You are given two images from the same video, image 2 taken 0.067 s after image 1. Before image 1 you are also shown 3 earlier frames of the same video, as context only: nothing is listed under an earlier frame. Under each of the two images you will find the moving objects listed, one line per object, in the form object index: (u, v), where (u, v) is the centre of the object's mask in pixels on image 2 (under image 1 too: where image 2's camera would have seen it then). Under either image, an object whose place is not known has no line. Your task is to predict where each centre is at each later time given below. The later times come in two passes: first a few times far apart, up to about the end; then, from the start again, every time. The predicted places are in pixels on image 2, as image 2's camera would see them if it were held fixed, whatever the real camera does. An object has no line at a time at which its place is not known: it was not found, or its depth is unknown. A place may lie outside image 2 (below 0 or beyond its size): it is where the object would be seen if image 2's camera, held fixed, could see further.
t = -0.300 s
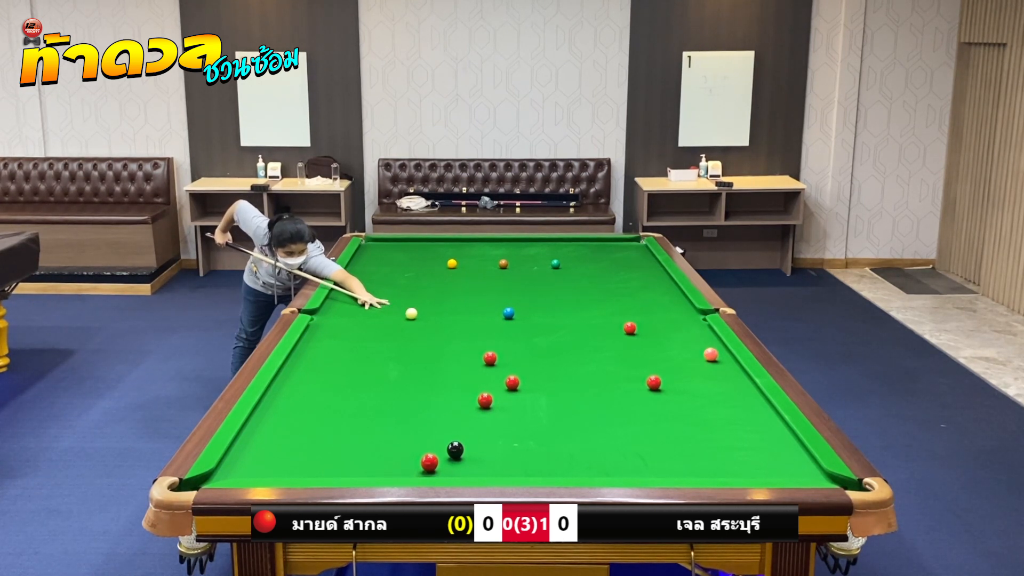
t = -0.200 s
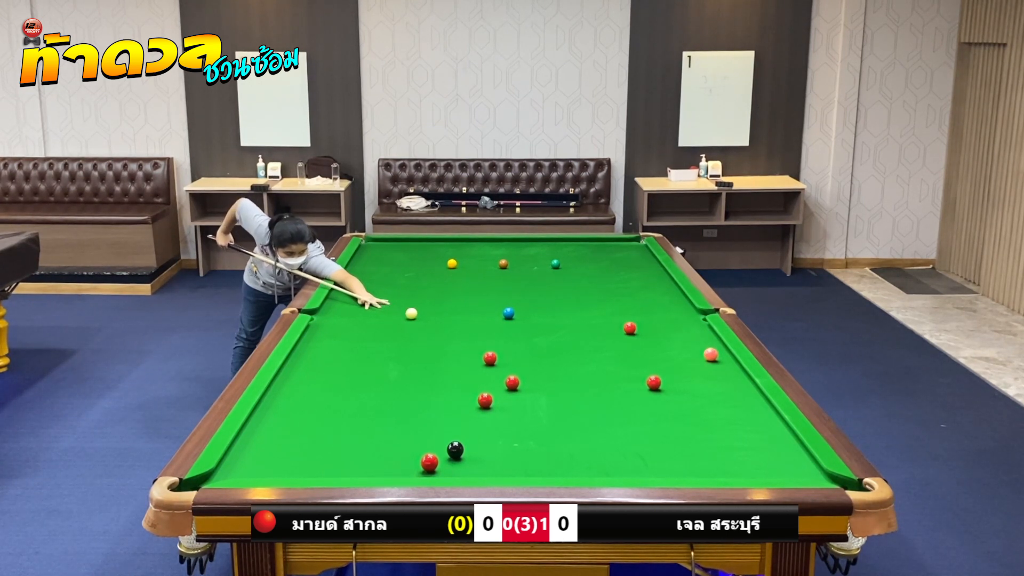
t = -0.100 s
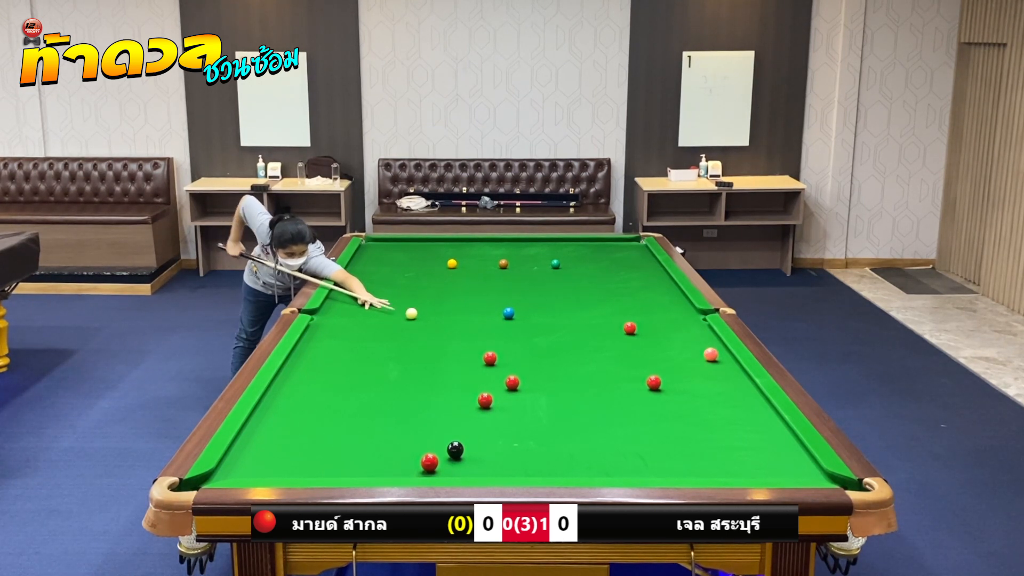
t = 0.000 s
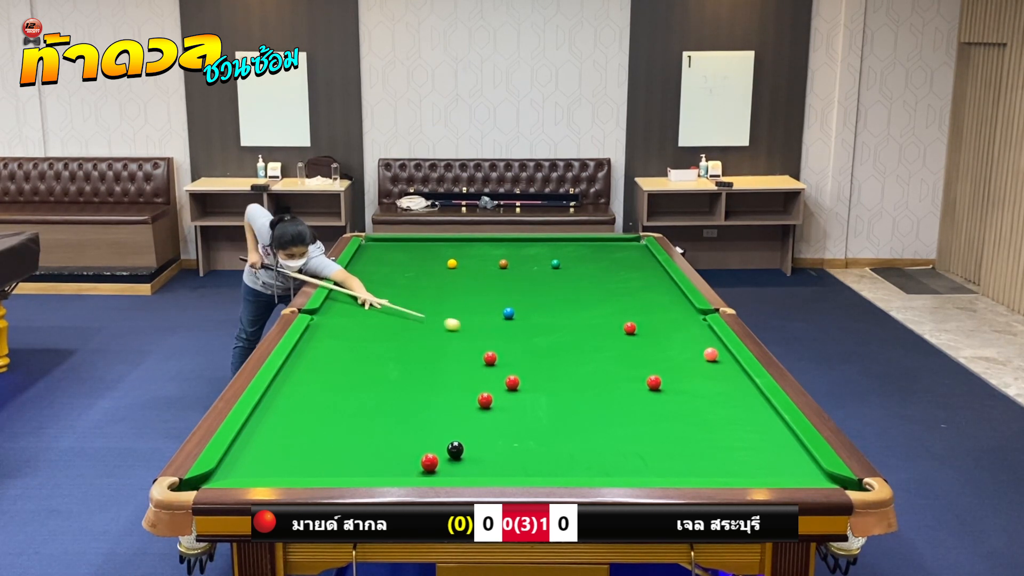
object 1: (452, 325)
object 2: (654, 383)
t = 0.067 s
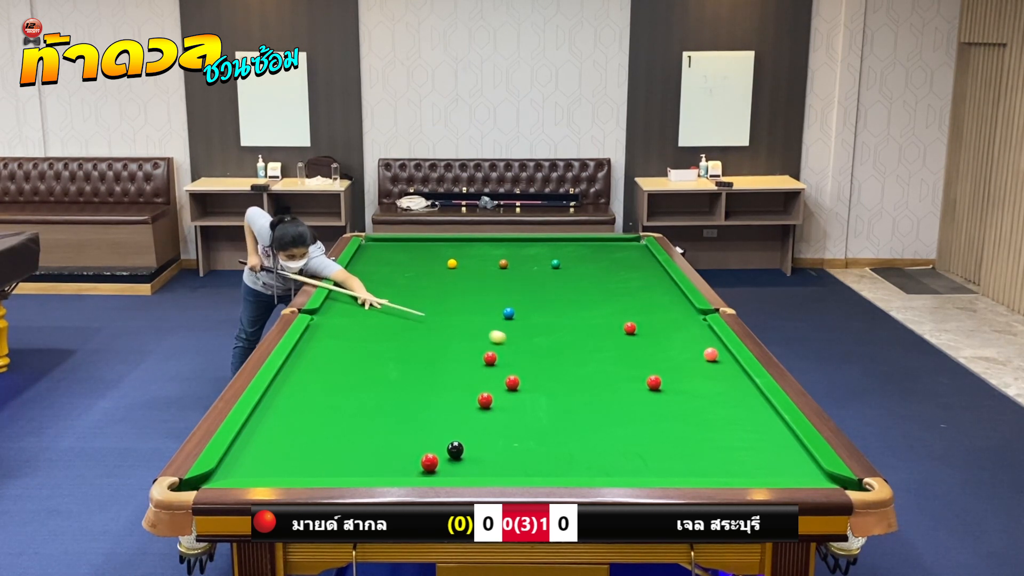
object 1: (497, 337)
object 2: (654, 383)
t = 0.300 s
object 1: (657, 377)
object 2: (674, 393)
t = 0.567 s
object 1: (714, 370)
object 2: (803, 471)
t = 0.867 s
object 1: (709, 362)
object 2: (712, 427)
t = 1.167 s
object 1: (670, 353)
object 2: (650, 386)
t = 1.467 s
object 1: (636, 345)
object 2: (601, 355)
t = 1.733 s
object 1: (608, 339)
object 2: (565, 332)
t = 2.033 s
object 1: (580, 332)
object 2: (531, 310)
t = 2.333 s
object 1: (555, 326)
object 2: (502, 292)
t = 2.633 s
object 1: (532, 321)
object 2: (477, 277)
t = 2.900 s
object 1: (514, 317)
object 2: (459, 265)
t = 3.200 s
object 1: (500, 316)
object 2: (469, 259)
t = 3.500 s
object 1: (488, 316)
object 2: (476, 253)
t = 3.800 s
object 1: (479, 316)
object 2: (482, 249)
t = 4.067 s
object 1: (471, 316)
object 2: (488, 244)
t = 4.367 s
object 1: (464, 316)
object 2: (493, 240)
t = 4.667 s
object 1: (459, 316)
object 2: (497, 241)
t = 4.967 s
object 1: (455, 316)
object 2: (501, 243)
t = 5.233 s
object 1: (453, 316)
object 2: (505, 245)
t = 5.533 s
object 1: (452, 316)
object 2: (509, 247)
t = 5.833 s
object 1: (452, 316)
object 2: (513, 249)
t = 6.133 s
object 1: (452, 316)
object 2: (516, 250)
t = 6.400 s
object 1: (452, 316)
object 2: (519, 252)
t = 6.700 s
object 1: (452, 316)
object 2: (521, 253)
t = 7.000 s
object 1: (452, 316)
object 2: (523, 254)
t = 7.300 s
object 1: (452, 316)
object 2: (525, 255)
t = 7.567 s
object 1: (452, 316)
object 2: (526, 255)
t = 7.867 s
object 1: (452, 316)
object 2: (527, 256)
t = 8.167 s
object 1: (452, 316)
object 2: (527, 256)
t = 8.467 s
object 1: (452, 316)
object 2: (527, 256)
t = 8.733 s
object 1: (452, 316)
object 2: (527, 256)
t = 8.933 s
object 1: (452, 316)
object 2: (527, 256)
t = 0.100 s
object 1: (521, 344)
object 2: (654, 383)
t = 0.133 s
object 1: (545, 350)
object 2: (654, 383)
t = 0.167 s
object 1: (570, 357)
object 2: (654, 383)
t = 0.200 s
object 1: (595, 364)
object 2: (654, 383)
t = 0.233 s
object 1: (622, 372)
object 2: (654, 383)
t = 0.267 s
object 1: (645, 377)
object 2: (656, 383)
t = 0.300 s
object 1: (657, 377)
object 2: (674, 393)
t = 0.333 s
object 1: (666, 376)
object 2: (693, 402)
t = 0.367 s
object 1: (674, 376)
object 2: (712, 412)
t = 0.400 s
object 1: (682, 375)
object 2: (732, 422)
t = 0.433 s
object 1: (689, 374)
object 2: (752, 432)
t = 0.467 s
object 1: (695, 373)
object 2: (773, 442)
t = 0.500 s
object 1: (702, 372)
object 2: (794, 453)
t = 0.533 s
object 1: (708, 371)
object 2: (809, 464)
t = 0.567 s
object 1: (714, 370)
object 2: (803, 471)
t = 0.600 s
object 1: (720, 370)
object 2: (796, 474)
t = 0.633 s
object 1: (727, 369)
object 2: (783, 469)
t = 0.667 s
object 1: (733, 368)
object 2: (770, 462)
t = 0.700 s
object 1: (735, 367)
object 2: (758, 455)
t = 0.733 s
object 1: (729, 366)
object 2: (748, 449)
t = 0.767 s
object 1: (723, 365)
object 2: (738, 442)
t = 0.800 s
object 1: (718, 364)
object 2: (729, 437)
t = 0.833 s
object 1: (714, 363)
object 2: (720, 432)
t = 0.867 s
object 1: (709, 362)
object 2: (712, 427)
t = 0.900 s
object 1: (704, 361)
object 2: (705, 422)
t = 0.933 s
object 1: (700, 360)
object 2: (698, 417)
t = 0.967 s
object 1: (696, 359)
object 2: (690, 412)
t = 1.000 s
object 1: (691, 358)
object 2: (683, 407)
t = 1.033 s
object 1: (687, 357)
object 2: (676, 403)
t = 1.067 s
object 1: (683, 356)
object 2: (669, 399)
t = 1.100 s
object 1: (679, 355)
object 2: (663, 395)
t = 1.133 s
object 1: (675, 354)
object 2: (657, 391)
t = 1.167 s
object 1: (670, 353)
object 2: (650, 386)
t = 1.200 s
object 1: (666, 352)
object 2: (644, 383)
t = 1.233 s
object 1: (663, 351)
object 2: (638, 379)
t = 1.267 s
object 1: (659, 350)
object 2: (633, 375)
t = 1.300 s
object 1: (655, 349)
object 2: (627, 372)
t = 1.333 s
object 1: (651, 349)
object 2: (622, 368)
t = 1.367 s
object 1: (647, 348)
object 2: (616, 365)
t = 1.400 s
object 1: (644, 347)
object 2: (611, 361)
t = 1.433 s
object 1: (640, 346)
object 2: (606, 358)
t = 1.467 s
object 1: (636, 345)
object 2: (601, 355)
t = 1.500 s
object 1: (632, 344)
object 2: (596, 352)
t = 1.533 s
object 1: (629, 343)
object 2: (592, 349)
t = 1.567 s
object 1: (625, 343)
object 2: (587, 346)
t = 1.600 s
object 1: (622, 342)
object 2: (582, 343)
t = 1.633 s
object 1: (618, 341)
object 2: (578, 340)
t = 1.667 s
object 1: (615, 340)
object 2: (573, 337)
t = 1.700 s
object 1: (612, 340)
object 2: (569, 335)
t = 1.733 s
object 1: (608, 339)
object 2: (565, 332)
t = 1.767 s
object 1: (605, 338)
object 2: (561, 329)
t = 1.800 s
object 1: (602, 337)
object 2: (557, 327)
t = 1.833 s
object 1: (599, 337)
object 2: (553, 324)
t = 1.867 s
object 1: (596, 336)
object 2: (549, 322)
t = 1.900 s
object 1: (593, 335)
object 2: (545, 320)
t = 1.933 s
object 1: (589, 334)
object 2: (542, 317)
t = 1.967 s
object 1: (586, 334)
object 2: (538, 315)
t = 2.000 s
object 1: (583, 333)
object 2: (535, 313)
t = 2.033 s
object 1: (580, 332)
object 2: (531, 310)
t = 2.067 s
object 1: (577, 332)
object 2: (528, 308)
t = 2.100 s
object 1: (575, 331)
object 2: (524, 306)
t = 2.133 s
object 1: (572, 330)
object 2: (521, 304)
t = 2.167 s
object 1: (569, 330)
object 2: (518, 302)
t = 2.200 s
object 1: (566, 329)
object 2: (515, 300)
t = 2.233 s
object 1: (563, 328)
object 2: (511, 298)
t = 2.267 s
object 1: (561, 328)
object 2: (508, 296)
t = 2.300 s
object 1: (558, 327)
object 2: (505, 294)
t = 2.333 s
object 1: (555, 326)
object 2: (502, 292)
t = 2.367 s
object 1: (552, 326)
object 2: (500, 290)
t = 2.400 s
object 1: (550, 325)
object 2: (496, 289)
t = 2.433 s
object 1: (547, 325)
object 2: (494, 287)
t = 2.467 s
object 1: (544, 324)
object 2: (491, 285)
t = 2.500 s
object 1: (542, 323)
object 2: (488, 283)
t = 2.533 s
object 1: (539, 323)
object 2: (485, 282)
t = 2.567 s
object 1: (537, 322)
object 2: (483, 280)
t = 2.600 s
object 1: (535, 322)
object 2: (480, 278)
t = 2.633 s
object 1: (532, 321)
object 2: (477, 277)
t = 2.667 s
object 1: (530, 321)
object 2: (475, 275)
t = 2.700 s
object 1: (527, 320)
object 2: (473, 274)
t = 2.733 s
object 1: (525, 319)
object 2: (470, 272)
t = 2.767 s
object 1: (523, 319)
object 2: (468, 271)
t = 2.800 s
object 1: (520, 318)
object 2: (465, 269)
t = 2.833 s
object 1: (518, 318)
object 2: (463, 268)
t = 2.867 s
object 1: (516, 317)
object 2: (460, 266)
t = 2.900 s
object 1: (514, 317)
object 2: (459, 265)
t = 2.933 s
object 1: (512, 316)
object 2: (461, 264)
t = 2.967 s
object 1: (510, 317)
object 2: (462, 264)
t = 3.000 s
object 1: (509, 317)
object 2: (464, 263)
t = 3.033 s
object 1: (507, 317)
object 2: (464, 262)
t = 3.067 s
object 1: (506, 316)
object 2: (465, 262)
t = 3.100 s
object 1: (504, 316)
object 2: (466, 261)
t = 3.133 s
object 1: (503, 317)
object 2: (467, 261)
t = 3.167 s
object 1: (501, 316)
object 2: (468, 260)
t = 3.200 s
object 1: (500, 316)
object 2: (469, 259)
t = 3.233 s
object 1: (499, 316)
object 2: (470, 258)
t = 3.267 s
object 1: (497, 316)
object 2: (471, 258)
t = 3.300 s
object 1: (496, 316)
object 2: (471, 257)
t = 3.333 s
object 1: (495, 316)
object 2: (472, 257)
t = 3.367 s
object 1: (493, 316)
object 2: (473, 256)
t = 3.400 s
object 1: (492, 316)
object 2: (474, 255)
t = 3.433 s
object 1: (491, 316)
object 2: (475, 255)
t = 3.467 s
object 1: (490, 316)
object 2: (475, 254)
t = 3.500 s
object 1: (488, 316)
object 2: (476, 253)
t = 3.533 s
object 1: (487, 316)
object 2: (477, 253)
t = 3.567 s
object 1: (486, 316)
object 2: (477, 252)
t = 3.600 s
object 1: (485, 316)
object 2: (478, 252)
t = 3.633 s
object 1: (484, 316)
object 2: (479, 251)
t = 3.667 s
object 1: (483, 316)
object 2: (480, 251)
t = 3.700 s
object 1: (482, 316)
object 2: (480, 250)
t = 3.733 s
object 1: (481, 316)
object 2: (481, 250)
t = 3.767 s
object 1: (480, 316)
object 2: (482, 249)
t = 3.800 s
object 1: (479, 316)
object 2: (482, 249)
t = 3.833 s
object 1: (478, 316)
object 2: (483, 248)
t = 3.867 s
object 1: (477, 316)
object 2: (484, 248)
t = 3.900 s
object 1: (476, 316)
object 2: (484, 247)
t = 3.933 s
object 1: (475, 316)
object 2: (485, 246)
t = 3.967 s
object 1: (474, 316)
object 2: (485, 246)
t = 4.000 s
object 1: (473, 316)
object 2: (486, 245)
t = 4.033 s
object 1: (472, 316)
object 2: (487, 245)
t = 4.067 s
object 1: (471, 316)
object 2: (488, 244)
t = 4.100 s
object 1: (470, 316)
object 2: (488, 244)
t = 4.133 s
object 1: (470, 316)
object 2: (489, 243)
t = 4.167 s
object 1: (469, 316)
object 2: (489, 243)
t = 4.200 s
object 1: (468, 316)
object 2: (490, 243)
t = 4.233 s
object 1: (467, 316)
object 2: (490, 242)
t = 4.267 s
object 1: (467, 316)
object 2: (491, 242)
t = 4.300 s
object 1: (466, 316)
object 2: (491, 241)
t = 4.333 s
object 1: (465, 316)
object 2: (492, 241)
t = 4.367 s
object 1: (464, 316)
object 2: (493, 240)
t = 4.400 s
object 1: (464, 316)
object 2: (493, 240)
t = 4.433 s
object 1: (463, 316)
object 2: (494, 240)
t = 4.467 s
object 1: (463, 316)
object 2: (494, 240)
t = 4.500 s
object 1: (462, 316)
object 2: (495, 240)
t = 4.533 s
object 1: (461, 316)
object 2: (495, 240)
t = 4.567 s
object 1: (461, 316)
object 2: (496, 240)
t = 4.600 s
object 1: (460, 316)
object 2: (496, 241)
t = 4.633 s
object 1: (460, 316)
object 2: (497, 241)
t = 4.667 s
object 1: (459, 316)
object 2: (497, 241)
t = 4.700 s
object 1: (459, 316)
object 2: (498, 241)
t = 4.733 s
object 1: (458, 316)
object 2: (498, 241)
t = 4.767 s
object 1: (458, 316)
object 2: (499, 242)
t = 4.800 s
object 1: (457, 316)
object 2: (499, 242)
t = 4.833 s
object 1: (457, 316)
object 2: (500, 242)
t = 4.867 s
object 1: (457, 316)
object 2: (500, 242)
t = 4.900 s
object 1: (456, 316)
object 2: (501, 243)
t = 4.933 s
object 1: (456, 316)
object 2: (501, 243)
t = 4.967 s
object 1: (455, 316)
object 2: (501, 243)
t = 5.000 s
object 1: (455, 316)
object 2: (502, 244)
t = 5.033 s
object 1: (455, 316)
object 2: (503, 244)
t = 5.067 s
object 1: (454, 316)
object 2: (503, 244)
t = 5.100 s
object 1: (454, 316)
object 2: (503, 244)
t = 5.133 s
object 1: (454, 316)
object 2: (504, 244)
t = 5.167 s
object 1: (454, 316)
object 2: (504, 245)
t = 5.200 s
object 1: (453, 316)
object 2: (505, 245)
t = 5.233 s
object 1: (453, 316)
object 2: (505, 245)
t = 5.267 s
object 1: (453, 316)
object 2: (506, 245)
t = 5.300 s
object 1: (453, 316)
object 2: (506, 245)
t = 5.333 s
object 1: (453, 316)
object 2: (507, 246)
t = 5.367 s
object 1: (452, 316)
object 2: (507, 246)
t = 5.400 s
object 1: (452, 316)
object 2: (507, 246)
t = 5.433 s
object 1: (452, 316)
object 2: (508, 246)
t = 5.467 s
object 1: (452, 316)
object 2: (508, 246)
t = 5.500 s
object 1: (452, 316)
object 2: (508, 247)
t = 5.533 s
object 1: (452, 316)
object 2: (509, 247)
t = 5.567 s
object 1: (452, 316)
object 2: (510, 247)
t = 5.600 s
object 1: (452, 316)
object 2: (510, 247)
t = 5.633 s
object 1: (452, 316)
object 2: (511, 248)
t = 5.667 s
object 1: (452, 316)
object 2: (511, 248)
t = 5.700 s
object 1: (452, 316)
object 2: (511, 248)
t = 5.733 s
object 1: (452, 316)
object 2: (512, 248)
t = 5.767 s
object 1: (452, 316)
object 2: (512, 248)
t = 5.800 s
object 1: (452, 316)
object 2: (513, 249)
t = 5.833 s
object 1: (452, 316)
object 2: (513, 249)
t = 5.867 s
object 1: (452, 316)
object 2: (513, 249)
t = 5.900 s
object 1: (452, 316)
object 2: (514, 249)
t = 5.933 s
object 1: (452, 316)
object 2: (514, 249)
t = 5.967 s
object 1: (452, 316)
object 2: (514, 250)
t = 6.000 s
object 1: (452, 316)
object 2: (515, 250)
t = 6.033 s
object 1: (452, 316)
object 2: (515, 250)
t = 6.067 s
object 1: (452, 316)
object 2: (515, 250)
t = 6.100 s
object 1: (452, 316)
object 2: (516, 250)
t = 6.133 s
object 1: (452, 316)
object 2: (516, 250)
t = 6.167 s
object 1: (452, 316)
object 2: (516, 251)
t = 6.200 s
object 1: (452, 316)
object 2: (517, 251)
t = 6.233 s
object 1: (452, 316)
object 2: (517, 251)
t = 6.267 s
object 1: (452, 316)
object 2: (517, 251)
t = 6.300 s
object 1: (452, 316)
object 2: (518, 251)
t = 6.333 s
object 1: (452, 316)
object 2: (518, 251)
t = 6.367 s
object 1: (452, 316)
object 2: (518, 251)
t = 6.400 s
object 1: (452, 316)
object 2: (519, 252)
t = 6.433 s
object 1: (452, 316)
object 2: (519, 252)
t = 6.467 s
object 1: (452, 316)
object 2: (519, 252)
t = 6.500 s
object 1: (452, 316)
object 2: (520, 252)
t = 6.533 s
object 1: (452, 316)
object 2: (520, 252)
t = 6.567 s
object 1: (452, 316)
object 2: (520, 252)
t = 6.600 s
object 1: (452, 316)
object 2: (520, 252)
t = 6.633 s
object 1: (452, 316)
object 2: (520, 253)
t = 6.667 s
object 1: (452, 316)
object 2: (521, 253)
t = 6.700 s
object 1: (452, 316)
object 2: (521, 253)
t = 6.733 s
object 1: (452, 316)
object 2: (521, 253)
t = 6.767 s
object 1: (452, 316)
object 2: (522, 253)
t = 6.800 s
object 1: (452, 316)
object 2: (522, 253)
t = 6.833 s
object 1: (452, 316)
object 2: (522, 253)
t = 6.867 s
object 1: (452, 316)
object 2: (522, 254)
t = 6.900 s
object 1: (452, 316)
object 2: (522, 254)
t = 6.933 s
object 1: (452, 316)
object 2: (523, 254)
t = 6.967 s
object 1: (452, 316)
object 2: (523, 254)
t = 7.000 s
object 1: (452, 316)
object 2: (523, 254)
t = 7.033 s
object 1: (452, 316)
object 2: (523, 254)
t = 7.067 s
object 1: (452, 316)
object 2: (523, 254)
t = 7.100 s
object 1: (452, 316)
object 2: (524, 254)
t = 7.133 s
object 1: (452, 316)
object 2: (524, 254)
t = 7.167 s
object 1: (452, 316)
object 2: (524, 254)
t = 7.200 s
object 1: (452, 316)
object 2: (524, 255)
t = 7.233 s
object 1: (452, 316)
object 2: (524, 255)
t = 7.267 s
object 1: (452, 316)
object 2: (525, 255)
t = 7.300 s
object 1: (452, 316)
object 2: (525, 255)
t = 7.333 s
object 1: (452, 316)
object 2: (525, 255)
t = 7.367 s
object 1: (452, 316)
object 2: (525, 255)
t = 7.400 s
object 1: (452, 316)
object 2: (525, 255)
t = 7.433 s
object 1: (452, 316)
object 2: (525, 255)
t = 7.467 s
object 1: (452, 316)
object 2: (525, 255)
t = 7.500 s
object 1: (452, 316)
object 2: (526, 255)
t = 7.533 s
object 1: (452, 316)
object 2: (526, 255)
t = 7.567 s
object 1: (452, 316)
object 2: (526, 255)
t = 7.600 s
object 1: (452, 316)
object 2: (526, 255)
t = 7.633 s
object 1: (452, 316)
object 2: (526, 255)
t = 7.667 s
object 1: (452, 316)
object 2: (526, 255)
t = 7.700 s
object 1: (452, 316)
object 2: (526, 255)
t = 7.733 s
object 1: (452, 316)
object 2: (526, 255)
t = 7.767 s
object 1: (452, 316)
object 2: (526, 255)
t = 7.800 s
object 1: (452, 316)
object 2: (526, 256)
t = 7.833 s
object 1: (452, 316)
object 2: (526, 256)
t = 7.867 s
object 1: (452, 316)
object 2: (527, 256)
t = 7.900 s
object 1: (452, 316)
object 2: (527, 256)
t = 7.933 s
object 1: (452, 316)
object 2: (527, 256)
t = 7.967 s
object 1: (452, 316)
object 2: (527, 256)
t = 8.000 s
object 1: (452, 316)
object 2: (527, 256)
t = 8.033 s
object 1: (452, 316)
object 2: (527, 256)
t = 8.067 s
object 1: (452, 316)
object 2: (527, 256)
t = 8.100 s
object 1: (452, 316)
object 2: (527, 256)
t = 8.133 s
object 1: (452, 316)
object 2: (527, 256)
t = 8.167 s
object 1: (452, 316)
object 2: (527, 256)
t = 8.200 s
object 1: (452, 316)
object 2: (527, 256)
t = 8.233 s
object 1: (452, 316)
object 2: (527, 256)
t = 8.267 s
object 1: (452, 316)
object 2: (527, 256)
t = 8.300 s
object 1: (452, 316)
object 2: (527, 256)
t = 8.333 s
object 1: (452, 316)
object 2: (527, 256)
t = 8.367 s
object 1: (452, 316)
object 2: (527, 256)
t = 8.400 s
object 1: (452, 316)
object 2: (527, 256)
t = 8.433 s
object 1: (452, 316)
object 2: (527, 256)
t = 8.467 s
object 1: (452, 316)
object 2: (527, 256)
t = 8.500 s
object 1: (452, 316)
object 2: (527, 256)
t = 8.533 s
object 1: (452, 316)
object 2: (527, 256)
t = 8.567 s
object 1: (452, 316)
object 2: (527, 256)
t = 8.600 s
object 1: (452, 316)
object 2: (527, 256)
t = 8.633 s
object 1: (452, 316)
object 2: (527, 256)
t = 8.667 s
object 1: (452, 316)
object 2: (527, 256)
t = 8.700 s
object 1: (452, 316)
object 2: (527, 256)
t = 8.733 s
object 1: (452, 316)
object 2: (527, 256)
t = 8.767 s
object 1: (452, 316)
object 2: (527, 256)
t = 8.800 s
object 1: (452, 316)
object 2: (527, 256)
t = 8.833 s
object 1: (452, 316)
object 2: (527, 256)
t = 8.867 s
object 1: (452, 316)
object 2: (527, 256)
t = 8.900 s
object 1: (452, 316)
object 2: (527, 256)
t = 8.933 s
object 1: (452, 316)
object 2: (527, 256)
